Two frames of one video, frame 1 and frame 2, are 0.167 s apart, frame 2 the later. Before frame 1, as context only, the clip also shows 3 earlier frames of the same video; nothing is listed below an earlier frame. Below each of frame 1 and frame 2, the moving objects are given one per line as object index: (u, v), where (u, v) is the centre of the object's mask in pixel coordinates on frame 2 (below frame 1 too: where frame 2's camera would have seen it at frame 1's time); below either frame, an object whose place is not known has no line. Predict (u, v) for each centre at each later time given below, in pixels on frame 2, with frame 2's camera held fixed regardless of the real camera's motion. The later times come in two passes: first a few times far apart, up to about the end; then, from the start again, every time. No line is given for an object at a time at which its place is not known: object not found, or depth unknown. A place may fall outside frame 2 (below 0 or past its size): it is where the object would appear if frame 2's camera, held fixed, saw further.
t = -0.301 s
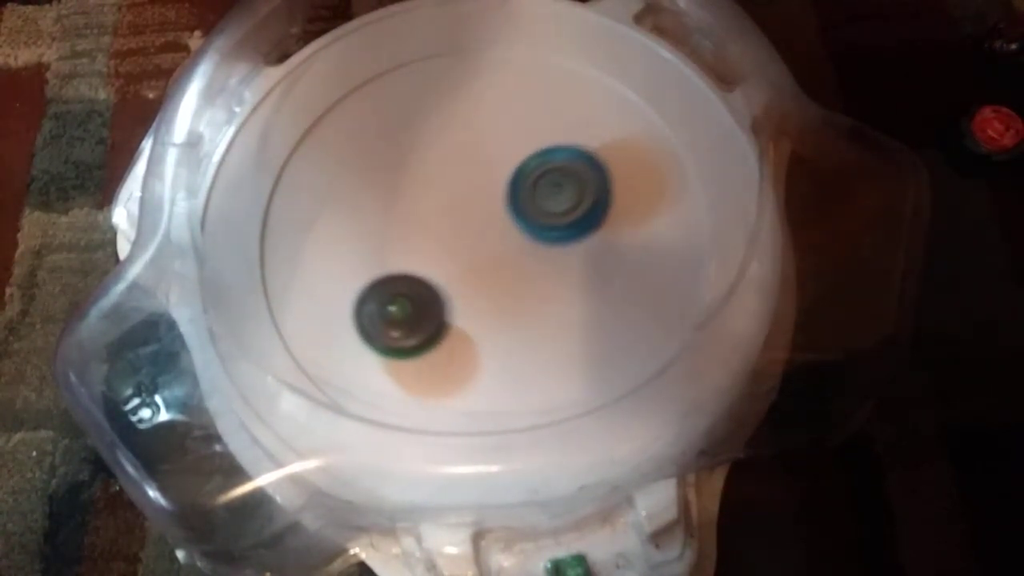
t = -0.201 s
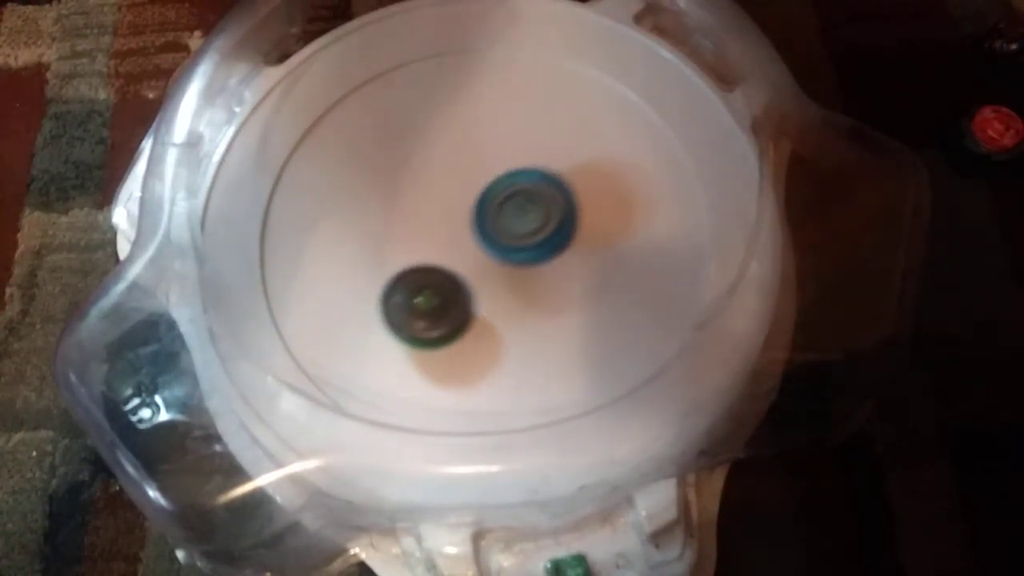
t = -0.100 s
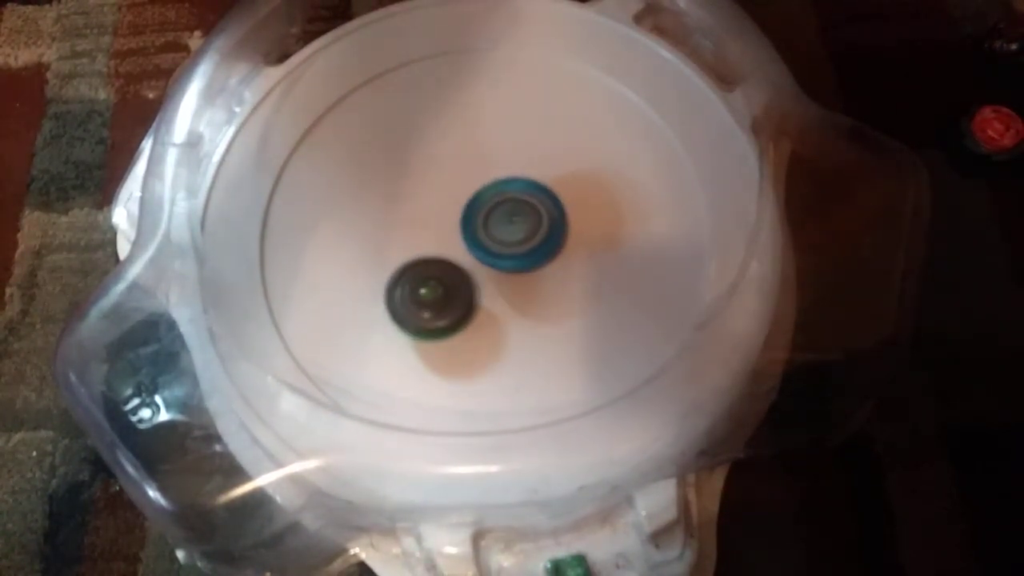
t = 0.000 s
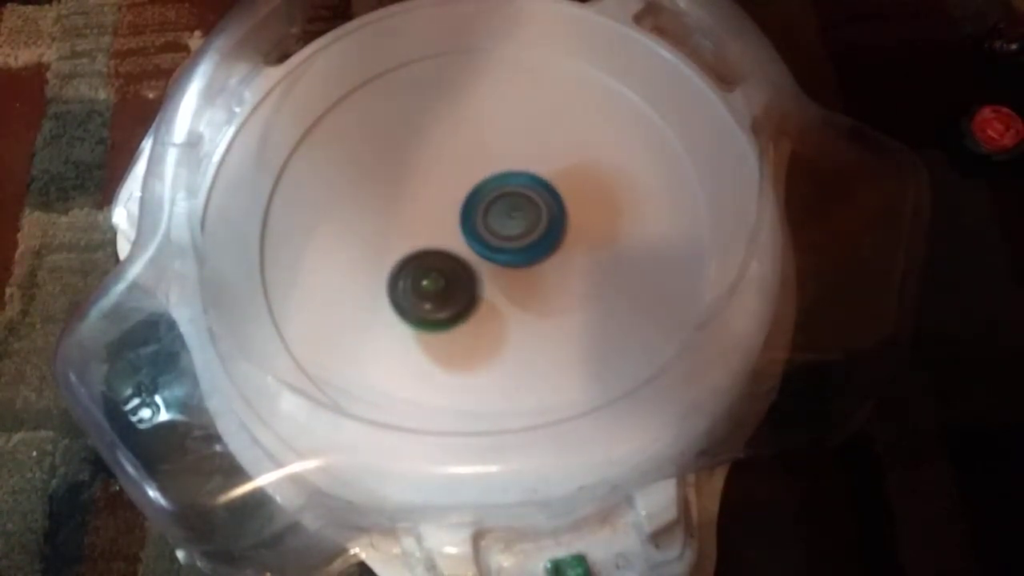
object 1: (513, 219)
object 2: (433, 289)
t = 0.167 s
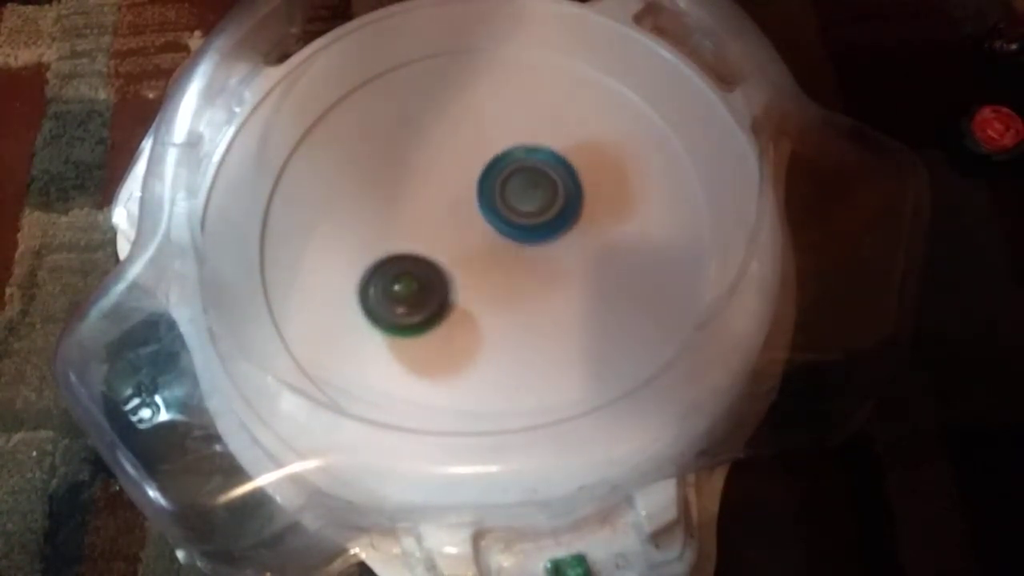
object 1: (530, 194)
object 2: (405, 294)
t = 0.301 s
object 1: (527, 182)
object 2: (401, 301)
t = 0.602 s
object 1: (513, 193)
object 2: (437, 263)
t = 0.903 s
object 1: (561, 171)
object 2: (403, 262)
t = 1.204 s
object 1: (543, 219)
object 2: (443, 243)
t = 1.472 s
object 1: (577, 243)
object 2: (408, 230)
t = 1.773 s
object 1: (542, 280)
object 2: (421, 210)
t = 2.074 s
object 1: (561, 314)
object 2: (374, 160)
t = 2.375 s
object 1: (493, 273)
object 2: (412, 169)
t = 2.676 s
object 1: (480, 268)
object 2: (485, 162)
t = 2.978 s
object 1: (479, 253)
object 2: (554, 165)
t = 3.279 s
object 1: (493, 241)
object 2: (580, 192)
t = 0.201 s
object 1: (530, 190)
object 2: (402, 297)
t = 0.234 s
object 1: (530, 186)
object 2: (400, 299)
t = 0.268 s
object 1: (528, 184)
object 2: (400, 300)
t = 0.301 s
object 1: (527, 182)
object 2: (401, 301)
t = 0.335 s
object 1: (525, 182)
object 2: (404, 300)
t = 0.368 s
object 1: (523, 181)
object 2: (408, 299)
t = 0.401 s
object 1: (521, 182)
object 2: (412, 296)
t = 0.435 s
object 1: (519, 183)
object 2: (416, 291)
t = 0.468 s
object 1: (517, 184)
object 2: (420, 287)
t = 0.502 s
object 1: (516, 186)
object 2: (424, 282)
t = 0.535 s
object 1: (515, 188)
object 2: (428, 276)
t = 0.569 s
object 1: (514, 190)
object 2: (432, 270)
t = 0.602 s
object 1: (513, 193)
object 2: (437, 263)
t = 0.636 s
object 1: (517, 192)
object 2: (432, 259)
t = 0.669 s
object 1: (532, 184)
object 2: (419, 260)
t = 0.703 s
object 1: (543, 177)
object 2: (412, 261)
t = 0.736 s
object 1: (552, 172)
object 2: (408, 261)
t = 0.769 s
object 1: (556, 169)
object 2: (405, 262)
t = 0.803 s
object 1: (559, 168)
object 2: (403, 262)
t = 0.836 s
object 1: (560, 168)
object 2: (402, 262)
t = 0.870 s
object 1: (561, 169)
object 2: (402, 262)
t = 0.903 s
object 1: (561, 171)
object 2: (403, 262)
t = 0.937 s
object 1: (560, 174)
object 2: (405, 262)
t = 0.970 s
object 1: (559, 178)
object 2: (408, 261)
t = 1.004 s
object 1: (558, 183)
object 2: (411, 259)
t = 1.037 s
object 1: (556, 188)
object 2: (416, 257)
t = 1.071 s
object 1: (554, 194)
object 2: (421, 256)
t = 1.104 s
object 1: (552, 200)
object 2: (427, 253)
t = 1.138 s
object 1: (549, 206)
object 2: (432, 250)
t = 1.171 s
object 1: (546, 213)
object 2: (437, 246)
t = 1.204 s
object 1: (543, 219)
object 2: (443, 243)
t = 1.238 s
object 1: (547, 223)
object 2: (438, 237)
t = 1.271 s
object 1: (563, 227)
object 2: (426, 232)
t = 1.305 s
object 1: (573, 230)
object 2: (420, 230)
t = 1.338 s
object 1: (578, 232)
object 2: (416, 229)
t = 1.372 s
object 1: (580, 234)
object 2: (412, 229)
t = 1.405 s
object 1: (581, 237)
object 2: (410, 229)
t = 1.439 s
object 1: (579, 240)
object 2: (408, 229)
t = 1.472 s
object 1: (577, 243)
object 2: (408, 230)
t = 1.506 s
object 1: (573, 246)
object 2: (407, 230)
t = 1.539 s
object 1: (569, 249)
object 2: (409, 230)
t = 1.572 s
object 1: (564, 252)
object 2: (411, 231)
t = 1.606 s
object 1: (558, 254)
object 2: (415, 232)
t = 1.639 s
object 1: (551, 256)
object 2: (420, 232)
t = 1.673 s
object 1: (544, 259)
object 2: (425, 232)
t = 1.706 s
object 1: (536, 261)
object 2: (431, 231)
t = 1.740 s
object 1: (529, 263)
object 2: (436, 230)
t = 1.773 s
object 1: (542, 280)
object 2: (421, 210)
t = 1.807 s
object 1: (558, 296)
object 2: (405, 193)
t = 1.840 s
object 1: (571, 309)
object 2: (396, 182)
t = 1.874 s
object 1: (577, 316)
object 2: (391, 177)
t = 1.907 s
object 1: (580, 318)
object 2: (386, 173)
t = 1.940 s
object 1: (579, 319)
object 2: (382, 170)
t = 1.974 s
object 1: (576, 319)
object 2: (379, 167)
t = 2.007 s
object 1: (572, 319)
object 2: (376, 164)
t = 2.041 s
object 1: (567, 317)
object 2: (375, 162)
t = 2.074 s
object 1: (561, 314)
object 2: (374, 160)
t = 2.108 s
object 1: (554, 311)
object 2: (375, 159)
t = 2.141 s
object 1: (546, 307)
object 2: (375, 159)
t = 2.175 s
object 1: (539, 303)
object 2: (378, 159)
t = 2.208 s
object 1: (531, 298)
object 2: (380, 159)
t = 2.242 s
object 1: (523, 294)
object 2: (385, 160)
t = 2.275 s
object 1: (516, 289)
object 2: (390, 162)
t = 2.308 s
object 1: (508, 284)
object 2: (396, 164)
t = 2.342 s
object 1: (500, 279)
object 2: (404, 166)
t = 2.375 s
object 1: (493, 273)
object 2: (412, 169)
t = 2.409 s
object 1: (487, 268)
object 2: (420, 172)
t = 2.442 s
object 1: (482, 262)
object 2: (429, 175)
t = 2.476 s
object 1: (477, 257)
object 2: (438, 177)
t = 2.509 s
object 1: (476, 265)
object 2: (446, 169)
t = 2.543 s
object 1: (477, 271)
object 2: (454, 162)
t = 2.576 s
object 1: (478, 274)
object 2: (462, 162)
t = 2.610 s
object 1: (479, 274)
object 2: (470, 162)
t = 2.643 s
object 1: (480, 271)
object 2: (477, 161)
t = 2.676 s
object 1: (480, 268)
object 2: (485, 162)
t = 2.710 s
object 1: (480, 263)
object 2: (492, 163)
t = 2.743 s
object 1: (481, 259)
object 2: (499, 164)
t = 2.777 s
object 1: (482, 255)
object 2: (506, 165)
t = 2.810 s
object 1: (483, 251)
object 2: (513, 167)
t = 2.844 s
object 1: (482, 249)
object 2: (522, 168)
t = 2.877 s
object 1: (478, 252)
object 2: (533, 165)
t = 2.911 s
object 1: (477, 254)
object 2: (540, 164)
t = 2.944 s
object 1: (478, 254)
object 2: (547, 164)
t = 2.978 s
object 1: (479, 253)
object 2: (554, 165)
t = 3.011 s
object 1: (480, 252)
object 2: (560, 166)
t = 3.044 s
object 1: (481, 250)
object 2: (564, 167)
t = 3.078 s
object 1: (483, 249)
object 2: (569, 169)
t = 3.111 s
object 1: (485, 248)
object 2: (572, 172)
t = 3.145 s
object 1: (486, 246)
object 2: (575, 175)
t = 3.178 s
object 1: (489, 245)
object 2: (577, 178)
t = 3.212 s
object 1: (490, 244)
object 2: (579, 182)
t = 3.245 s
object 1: (491, 243)
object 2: (580, 187)
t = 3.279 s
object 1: (493, 241)
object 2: (580, 192)
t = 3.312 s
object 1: (493, 240)
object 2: (582, 197)
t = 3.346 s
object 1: (481, 243)
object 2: (593, 199)
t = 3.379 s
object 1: (471, 246)
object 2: (599, 203)
